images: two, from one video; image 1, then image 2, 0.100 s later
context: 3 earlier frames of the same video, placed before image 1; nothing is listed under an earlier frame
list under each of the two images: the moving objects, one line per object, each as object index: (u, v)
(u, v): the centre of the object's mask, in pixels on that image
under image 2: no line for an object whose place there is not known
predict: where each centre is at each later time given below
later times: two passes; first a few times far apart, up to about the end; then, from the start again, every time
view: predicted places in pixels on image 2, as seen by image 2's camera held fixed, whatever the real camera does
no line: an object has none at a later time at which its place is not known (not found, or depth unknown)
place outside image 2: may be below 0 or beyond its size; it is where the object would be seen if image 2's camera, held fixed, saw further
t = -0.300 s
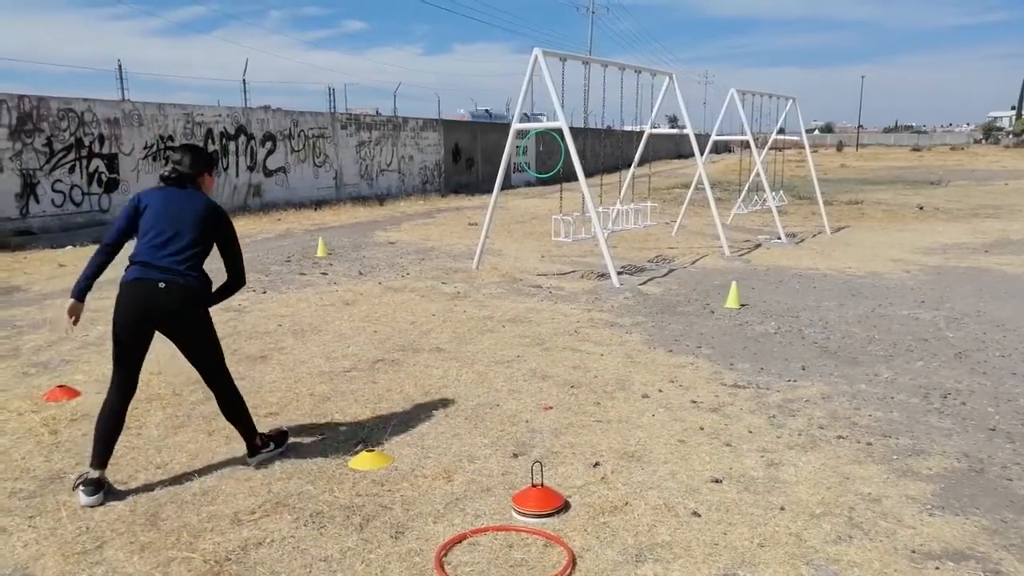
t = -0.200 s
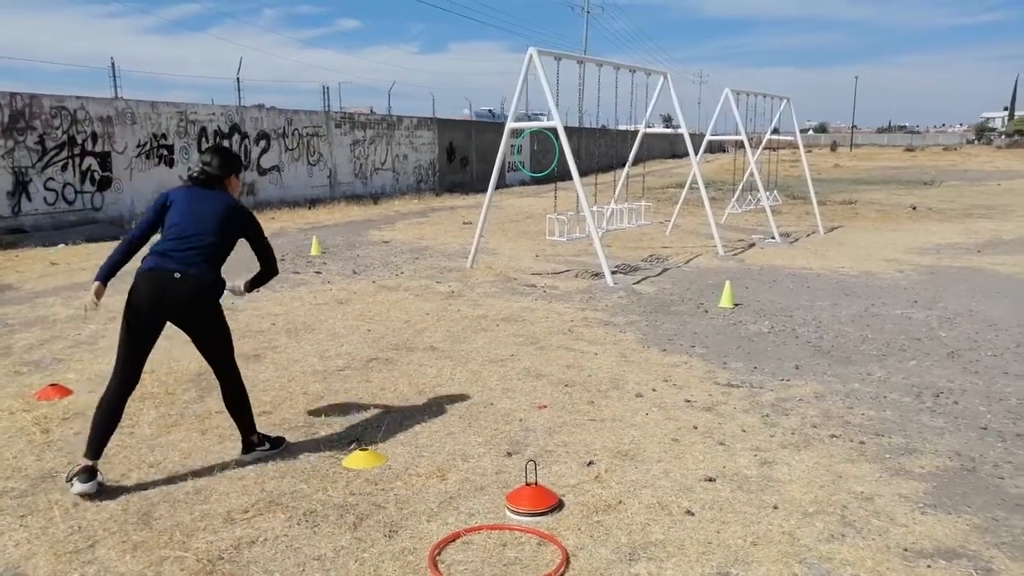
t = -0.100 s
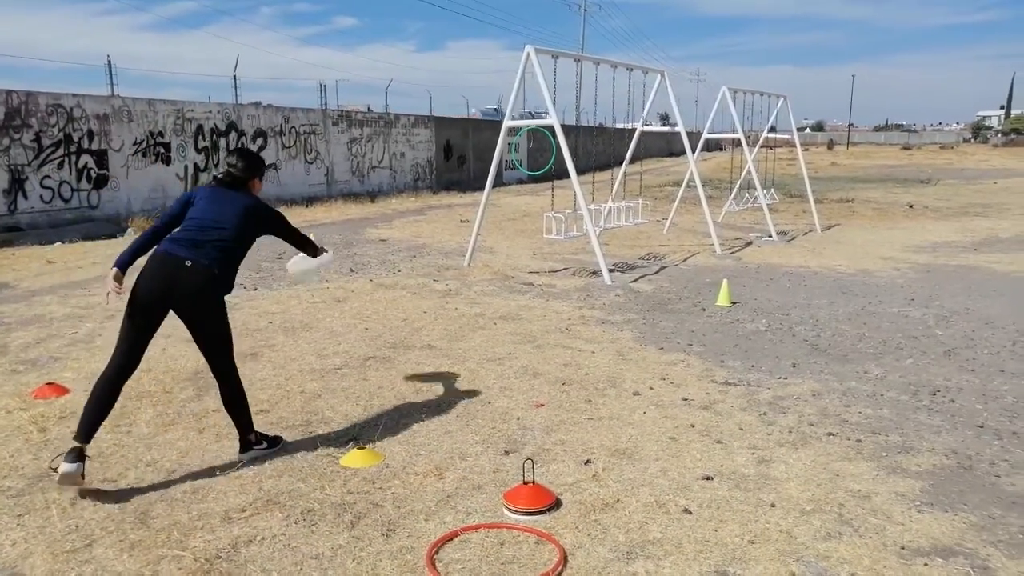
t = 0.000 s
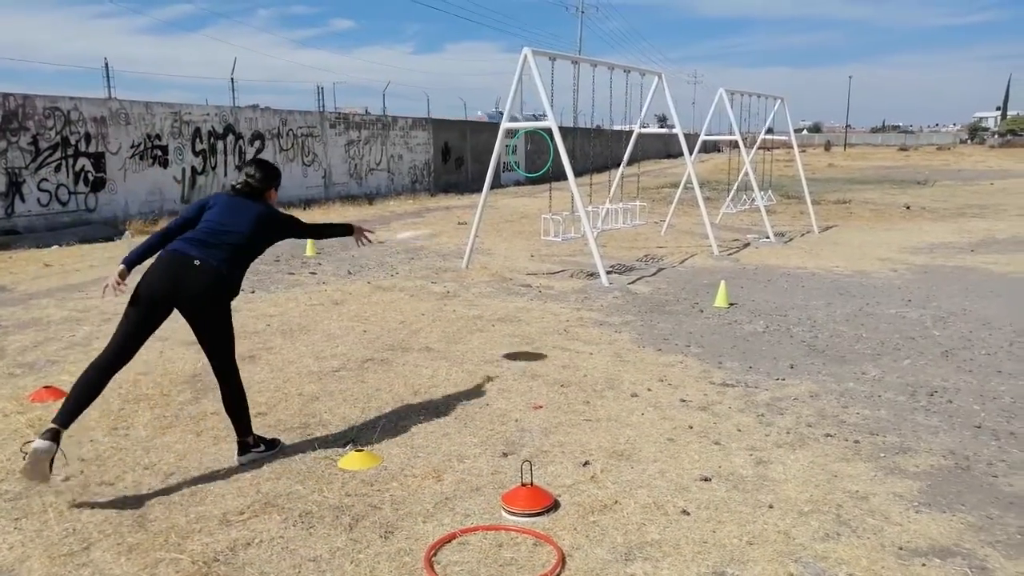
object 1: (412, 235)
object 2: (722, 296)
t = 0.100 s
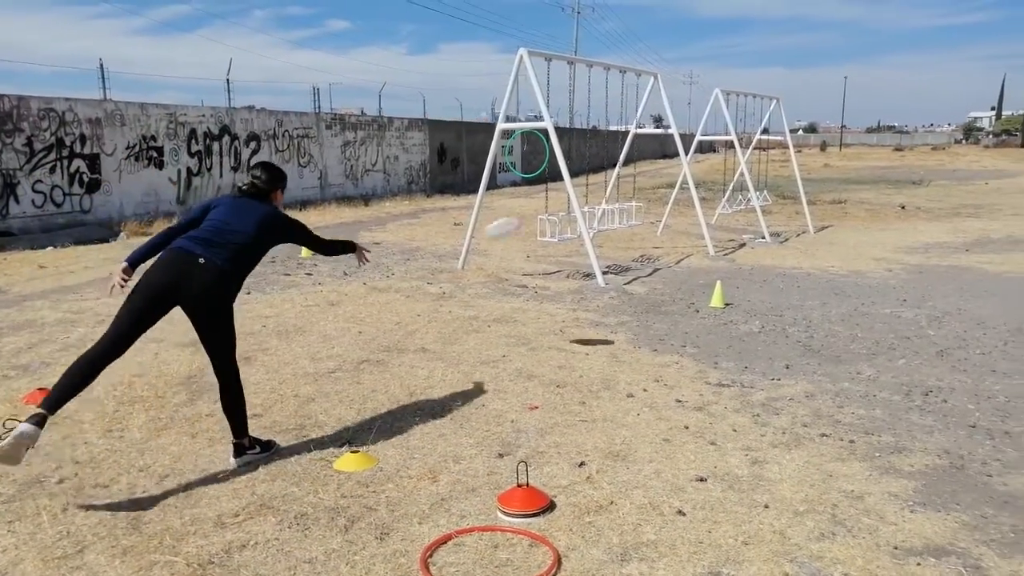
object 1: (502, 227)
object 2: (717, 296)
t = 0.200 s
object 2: (717, 297)
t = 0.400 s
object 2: (717, 296)
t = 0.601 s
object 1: (753, 287)
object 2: (719, 289)
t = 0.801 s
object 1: (812, 285)
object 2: (718, 283)
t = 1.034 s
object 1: (868, 285)
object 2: (723, 281)
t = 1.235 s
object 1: (900, 282)
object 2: (720, 278)
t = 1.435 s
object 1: (908, 274)
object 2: (715, 278)
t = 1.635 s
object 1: (898, 269)
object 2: (716, 278)
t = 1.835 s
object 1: (876, 266)
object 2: (716, 278)
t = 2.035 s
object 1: (846, 264)
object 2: (716, 279)
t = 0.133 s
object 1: (526, 226)
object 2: (718, 296)
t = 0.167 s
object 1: (548, 226)
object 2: (717, 296)
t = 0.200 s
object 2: (717, 297)
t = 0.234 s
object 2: (717, 296)
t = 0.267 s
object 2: (717, 296)
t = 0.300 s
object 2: (717, 296)
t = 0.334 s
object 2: (717, 296)
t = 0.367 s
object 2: (717, 296)
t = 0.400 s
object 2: (717, 296)
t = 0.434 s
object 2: (717, 297)
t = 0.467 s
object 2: (717, 296)
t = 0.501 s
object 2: (717, 297)
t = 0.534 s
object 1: (730, 284)
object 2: (718, 293)
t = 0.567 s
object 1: (743, 286)
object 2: (719, 289)
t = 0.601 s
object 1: (753, 287)
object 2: (719, 289)
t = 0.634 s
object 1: (765, 287)
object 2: (719, 290)
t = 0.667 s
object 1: (776, 287)
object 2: (719, 289)
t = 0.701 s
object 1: (784, 287)
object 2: (719, 287)
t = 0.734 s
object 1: (794, 286)
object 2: (718, 287)
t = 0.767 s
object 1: (803, 286)
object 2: (718, 284)
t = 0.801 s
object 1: (812, 285)
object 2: (718, 283)
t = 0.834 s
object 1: (822, 284)
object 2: (720, 282)
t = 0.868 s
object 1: (830, 284)
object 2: (721, 281)
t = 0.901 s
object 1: (840, 285)
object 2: (721, 281)
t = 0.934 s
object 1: (848, 285)
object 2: (721, 280)
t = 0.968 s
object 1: (856, 285)
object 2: (722, 279)
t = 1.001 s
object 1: (862, 286)
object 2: (722, 280)
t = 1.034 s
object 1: (868, 285)
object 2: (723, 281)
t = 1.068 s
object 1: (875, 283)
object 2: (723, 281)
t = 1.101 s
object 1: (881, 282)
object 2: (723, 281)
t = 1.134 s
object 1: (887, 282)
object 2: (723, 280)
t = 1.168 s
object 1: (891, 283)
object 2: (723, 279)
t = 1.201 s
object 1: (896, 282)
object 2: (721, 278)
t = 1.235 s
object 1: (900, 282)
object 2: (720, 278)
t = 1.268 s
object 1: (903, 280)
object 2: (719, 278)
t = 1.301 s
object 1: (906, 279)
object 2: (718, 278)
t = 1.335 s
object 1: (908, 277)
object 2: (717, 278)
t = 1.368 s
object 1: (910, 276)
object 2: (716, 278)
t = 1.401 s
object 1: (909, 275)
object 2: (715, 278)
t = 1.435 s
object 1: (908, 274)
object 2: (715, 278)
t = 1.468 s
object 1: (908, 274)
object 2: (715, 278)
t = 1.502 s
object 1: (907, 274)
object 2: (715, 278)
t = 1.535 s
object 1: (905, 273)
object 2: (715, 278)
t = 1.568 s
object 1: (903, 272)
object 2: (715, 278)
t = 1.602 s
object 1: (901, 271)
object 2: (715, 278)
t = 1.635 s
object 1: (898, 269)
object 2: (716, 278)
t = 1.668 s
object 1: (895, 268)
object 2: (716, 278)
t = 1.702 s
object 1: (891, 267)
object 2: (716, 278)
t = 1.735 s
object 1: (888, 267)
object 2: (717, 278)
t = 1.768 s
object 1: (884, 266)
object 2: (717, 278)
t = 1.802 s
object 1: (880, 266)
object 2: (717, 278)
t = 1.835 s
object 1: (876, 266)
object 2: (716, 278)
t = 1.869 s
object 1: (870, 265)
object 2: (717, 279)
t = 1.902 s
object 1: (865, 265)
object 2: (716, 279)
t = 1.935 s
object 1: (861, 263)
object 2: (717, 279)
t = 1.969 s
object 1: (855, 264)
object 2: (717, 279)
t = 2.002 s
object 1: (851, 264)
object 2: (717, 278)
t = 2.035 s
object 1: (846, 264)
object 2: (716, 279)
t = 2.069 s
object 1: (842, 262)
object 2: (716, 278)
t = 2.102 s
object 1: (837, 263)
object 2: (716, 278)
